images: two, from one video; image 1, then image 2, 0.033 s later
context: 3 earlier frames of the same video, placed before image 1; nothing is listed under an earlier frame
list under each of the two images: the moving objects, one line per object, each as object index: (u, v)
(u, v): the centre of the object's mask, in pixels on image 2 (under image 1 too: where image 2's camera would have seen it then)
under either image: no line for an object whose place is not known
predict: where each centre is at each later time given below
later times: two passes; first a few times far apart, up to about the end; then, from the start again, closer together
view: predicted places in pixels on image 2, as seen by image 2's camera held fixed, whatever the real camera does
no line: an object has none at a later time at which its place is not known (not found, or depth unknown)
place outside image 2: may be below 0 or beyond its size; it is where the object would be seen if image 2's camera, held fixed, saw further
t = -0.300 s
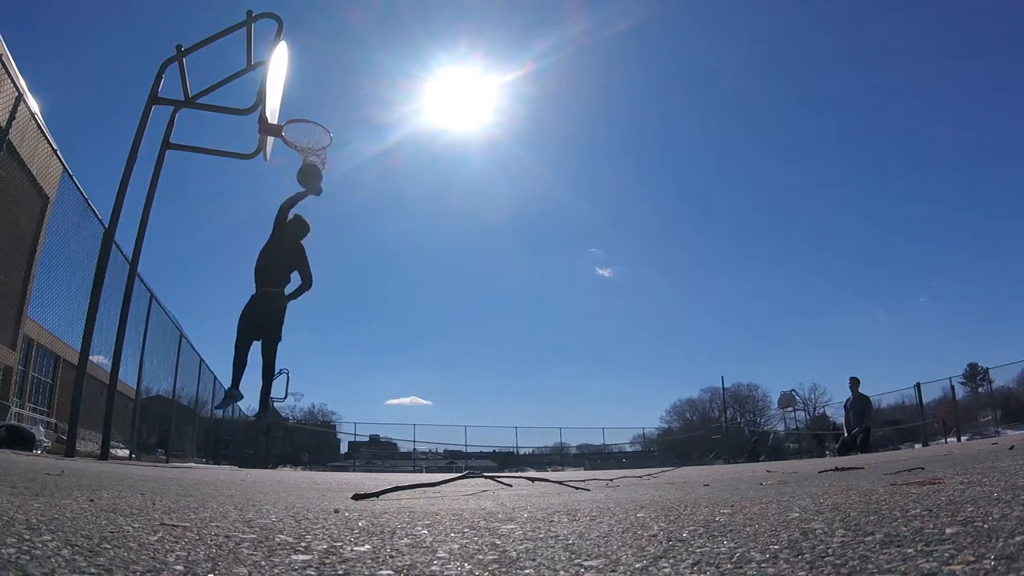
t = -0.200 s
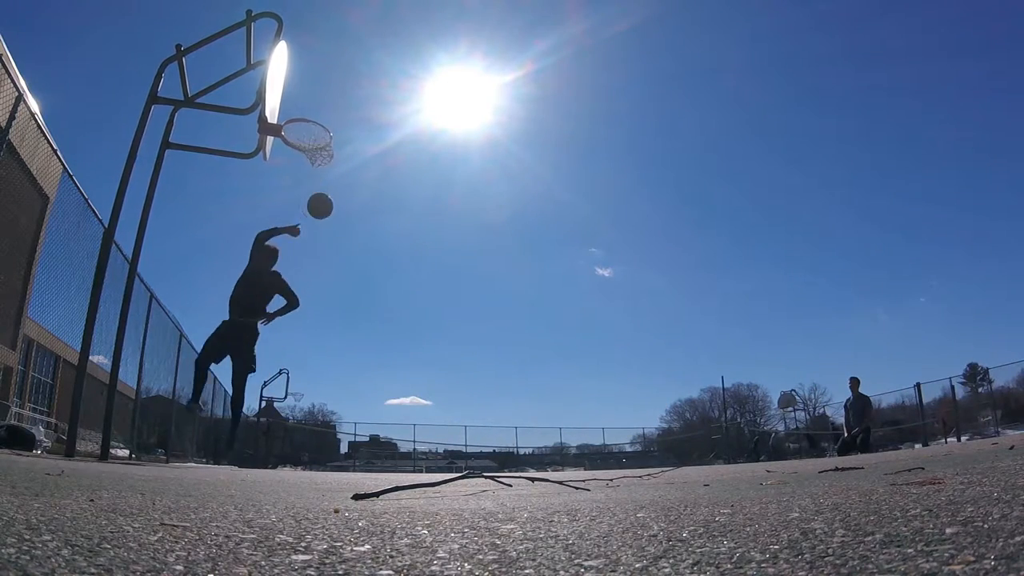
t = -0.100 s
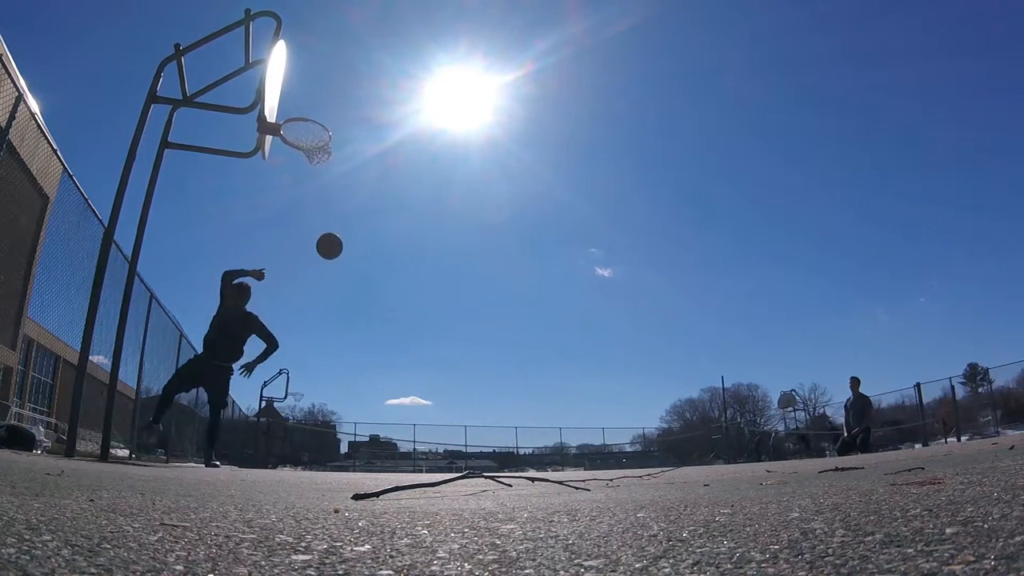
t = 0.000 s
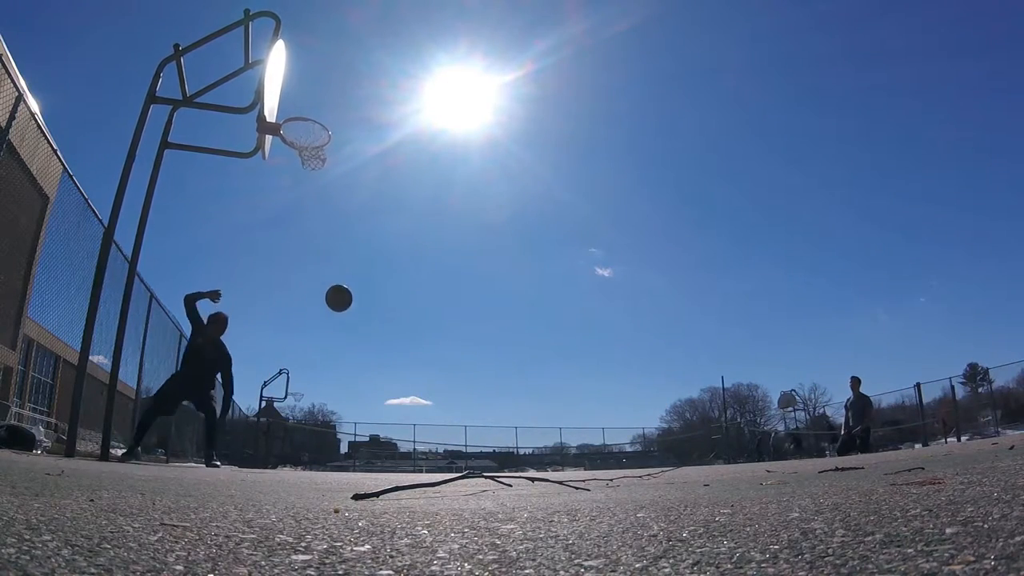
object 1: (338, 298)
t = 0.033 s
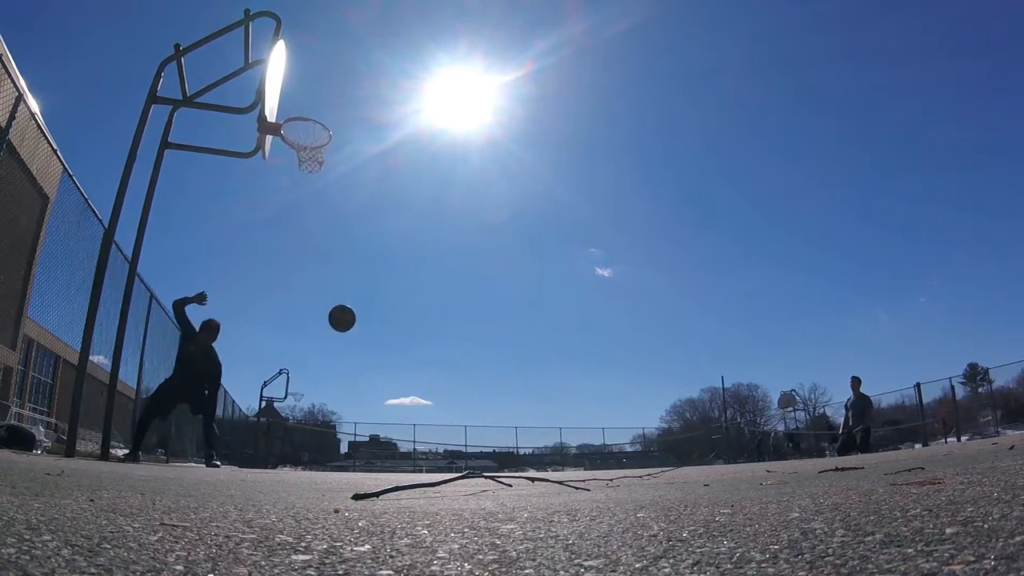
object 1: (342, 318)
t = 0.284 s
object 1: (371, 431)
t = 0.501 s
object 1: (404, 354)
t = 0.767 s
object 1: (438, 332)
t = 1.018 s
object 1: (467, 375)
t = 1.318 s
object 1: (498, 438)
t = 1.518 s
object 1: (516, 402)
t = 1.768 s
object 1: (536, 411)
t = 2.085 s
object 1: (561, 442)
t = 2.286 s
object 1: (575, 429)
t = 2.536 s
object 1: (594, 460)
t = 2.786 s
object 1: (607, 441)
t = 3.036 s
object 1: (621, 457)
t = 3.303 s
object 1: (633, 455)
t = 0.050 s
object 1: (343, 329)
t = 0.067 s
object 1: (345, 340)
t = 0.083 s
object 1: (346, 351)
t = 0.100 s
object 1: (348, 363)
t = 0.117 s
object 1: (350, 375)
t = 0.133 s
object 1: (351, 387)
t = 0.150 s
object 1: (353, 400)
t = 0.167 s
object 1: (355, 413)
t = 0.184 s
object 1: (357, 427)
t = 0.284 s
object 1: (371, 431)
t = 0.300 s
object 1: (374, 423)
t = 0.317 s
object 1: (376, 415)
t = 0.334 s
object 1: (379, 408)
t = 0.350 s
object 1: (381, 401)
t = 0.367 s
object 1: (384, 394)
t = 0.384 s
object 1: (387, 388)
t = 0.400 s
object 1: (389, 382)
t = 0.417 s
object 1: (392, 376)
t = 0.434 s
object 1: (394, 371)
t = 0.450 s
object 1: (397, 366)
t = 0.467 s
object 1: (399, 362)
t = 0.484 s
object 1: (401, 358)
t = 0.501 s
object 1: (404, 354)
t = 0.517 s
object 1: (406, 350)
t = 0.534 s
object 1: (408, 347)
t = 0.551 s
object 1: (411, 344)
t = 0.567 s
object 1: (413, 341)
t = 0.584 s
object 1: (415, 339)
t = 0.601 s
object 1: (417, 337)
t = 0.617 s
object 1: (420, 335)
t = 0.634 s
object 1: (422, 334)
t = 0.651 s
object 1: (424, 332)
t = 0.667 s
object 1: (426, 331)
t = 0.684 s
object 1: (428, 331)
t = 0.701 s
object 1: (430, 330)
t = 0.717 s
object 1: (432, 330)
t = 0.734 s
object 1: (434, 330)
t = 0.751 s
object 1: (436, 331)
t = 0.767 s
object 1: (438, 332)
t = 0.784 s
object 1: (441, 333)
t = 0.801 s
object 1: (443, 334)
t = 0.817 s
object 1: (444, 336)
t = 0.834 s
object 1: (446, 337)
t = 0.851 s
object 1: (448, 339)
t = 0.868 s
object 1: (450, 342)
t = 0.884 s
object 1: (452, 345)
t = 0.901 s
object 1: (454, 347)
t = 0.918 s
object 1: (456, 351)
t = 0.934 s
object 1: (458, 354)
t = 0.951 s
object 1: (460, 358)
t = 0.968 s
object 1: (462, 362)
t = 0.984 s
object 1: (464, 366)
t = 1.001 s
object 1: (466, 370)
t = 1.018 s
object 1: (467, 375)
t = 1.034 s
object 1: (469, 380)
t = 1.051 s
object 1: (471, 385)
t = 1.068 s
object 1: (473, 391)
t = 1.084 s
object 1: (475, 397)
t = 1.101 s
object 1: (477, 403)
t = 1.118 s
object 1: (479, 410)
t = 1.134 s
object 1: (480, 416)
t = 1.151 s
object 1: (482, 423)
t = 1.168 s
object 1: (484, 430)
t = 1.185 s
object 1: (486, 438)
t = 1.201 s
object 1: (488, 444)
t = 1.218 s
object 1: (489, 452)
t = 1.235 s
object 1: (492, 461)
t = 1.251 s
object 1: (492, 460)
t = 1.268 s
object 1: (495, 453)
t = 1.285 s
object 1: (496, 449)
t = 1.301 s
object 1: (497, 443)
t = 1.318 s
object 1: (498, 438)
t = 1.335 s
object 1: (500, 433)
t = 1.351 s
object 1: (502, 429)
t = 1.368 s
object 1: (503, 425)
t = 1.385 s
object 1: (504, 422)
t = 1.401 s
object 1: (506, 418)
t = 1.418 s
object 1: (507, 415)
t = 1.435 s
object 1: (508, 412)
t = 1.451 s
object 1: (510, 410)
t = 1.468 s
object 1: (511, 407)
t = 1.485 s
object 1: (512, 405)
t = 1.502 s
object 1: (514, 404)
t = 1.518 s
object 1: (516, 402)
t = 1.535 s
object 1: (517, 401)
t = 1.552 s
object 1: (518, 400)
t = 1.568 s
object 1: (520, 399)
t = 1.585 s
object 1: (521, 399)
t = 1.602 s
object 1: (522, 399)
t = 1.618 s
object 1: (524, 399)
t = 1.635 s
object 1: (525, 399)
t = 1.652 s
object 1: (527, 400)
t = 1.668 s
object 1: (528, 401)
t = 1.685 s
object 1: (530, 402)
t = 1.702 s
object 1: (531, 403)
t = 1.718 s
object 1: (532, 405)
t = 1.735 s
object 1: (534, 407)
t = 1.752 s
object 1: (535, 409)
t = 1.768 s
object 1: (536, 411)
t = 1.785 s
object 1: (538, 414)
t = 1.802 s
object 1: (539, 417)
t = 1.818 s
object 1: (541, 420)
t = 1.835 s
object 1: (542, 423)
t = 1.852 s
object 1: (543, 426)
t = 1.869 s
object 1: (545, 430)
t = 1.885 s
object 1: (546, 434)
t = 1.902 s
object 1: (548, 438)
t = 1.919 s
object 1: (549, 443)
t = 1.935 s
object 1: (551, 447)
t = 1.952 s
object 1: (552, 453)
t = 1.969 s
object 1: (554, 458)
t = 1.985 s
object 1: (555, 461)
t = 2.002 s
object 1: (555, 459)
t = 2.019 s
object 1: (556, 455)
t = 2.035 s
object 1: (557, 453)
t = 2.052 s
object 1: (559, 448)
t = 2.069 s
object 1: (560, 446)
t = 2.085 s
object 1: (561, 442)
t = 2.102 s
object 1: (562, 440)
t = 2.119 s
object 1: (563, 438)
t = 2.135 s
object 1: (564, 436)
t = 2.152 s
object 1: (566, 434)
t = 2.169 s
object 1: (567, 432)
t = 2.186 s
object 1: (568, 431)
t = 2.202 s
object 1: (569, 430)
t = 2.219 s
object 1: (570, 429)
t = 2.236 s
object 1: (572, 429)
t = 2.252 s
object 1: (573, 428)
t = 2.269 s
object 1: (574, 428)
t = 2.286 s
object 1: (575, 429)
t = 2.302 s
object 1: (577, 429)
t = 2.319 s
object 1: (578, 430)
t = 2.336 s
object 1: (579, 431)
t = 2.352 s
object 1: (580, 432)
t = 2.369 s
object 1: (581, 433)
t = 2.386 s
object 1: (583, 435)
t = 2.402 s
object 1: (584, 437)
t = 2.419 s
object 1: (585, 439)
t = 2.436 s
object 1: (586, 441)
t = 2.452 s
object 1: (587, 444)
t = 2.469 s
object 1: (588, 446)
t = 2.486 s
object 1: (590, 450)
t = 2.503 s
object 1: (591, 452)
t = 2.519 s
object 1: (593, 456)
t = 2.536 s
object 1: (594, 460)
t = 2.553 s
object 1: (594, 461)
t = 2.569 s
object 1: (595, 459)
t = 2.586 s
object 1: (595, 455)
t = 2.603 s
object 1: (597, 453)
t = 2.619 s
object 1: (597, 451)
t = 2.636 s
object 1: (599, 449)
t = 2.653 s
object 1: (599, 448)
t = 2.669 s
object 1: (600, 447)
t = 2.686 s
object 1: (601, 446)
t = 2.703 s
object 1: (602, 444)
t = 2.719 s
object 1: (603, 443)
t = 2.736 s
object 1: (604, 442)
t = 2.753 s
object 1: (605, 442)
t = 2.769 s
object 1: (606, 442)
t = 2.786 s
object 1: (607, 441)
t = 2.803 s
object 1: (608, 442)
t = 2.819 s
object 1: (609, 442)
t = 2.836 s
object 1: (610, 443)
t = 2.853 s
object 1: (611, 443)
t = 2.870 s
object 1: (612, 444)
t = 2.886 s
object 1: (613, 445)
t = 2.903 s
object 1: (614, 446)
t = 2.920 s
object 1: (616, 449)
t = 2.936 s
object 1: (617, 451)
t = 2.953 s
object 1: (618, 453)
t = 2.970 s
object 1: (619, 456)
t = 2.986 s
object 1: (619, 459)
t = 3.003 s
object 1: (620, 460)
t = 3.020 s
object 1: (620, 459)
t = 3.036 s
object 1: (621, 457)
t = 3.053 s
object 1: (622, 455)
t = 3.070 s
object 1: (622, 454)
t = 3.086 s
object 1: (623, 453)
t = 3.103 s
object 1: (624, 452)
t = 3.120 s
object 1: (625, 451)
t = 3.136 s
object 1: (626, 450)
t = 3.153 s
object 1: (626, 450)
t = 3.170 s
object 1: (627, 450)
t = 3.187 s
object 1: (628, 450)
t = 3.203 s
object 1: (628, 450)
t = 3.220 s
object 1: (629, 450)
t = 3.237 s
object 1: (629, 451)
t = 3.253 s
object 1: (630, 451)
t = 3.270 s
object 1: (630, 452)
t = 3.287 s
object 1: (632, 453)
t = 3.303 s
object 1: (633, 455)
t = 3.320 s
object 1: (634, 456)
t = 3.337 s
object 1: (635, 458)
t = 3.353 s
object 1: (636, 459)
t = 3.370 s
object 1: (636, 459)
